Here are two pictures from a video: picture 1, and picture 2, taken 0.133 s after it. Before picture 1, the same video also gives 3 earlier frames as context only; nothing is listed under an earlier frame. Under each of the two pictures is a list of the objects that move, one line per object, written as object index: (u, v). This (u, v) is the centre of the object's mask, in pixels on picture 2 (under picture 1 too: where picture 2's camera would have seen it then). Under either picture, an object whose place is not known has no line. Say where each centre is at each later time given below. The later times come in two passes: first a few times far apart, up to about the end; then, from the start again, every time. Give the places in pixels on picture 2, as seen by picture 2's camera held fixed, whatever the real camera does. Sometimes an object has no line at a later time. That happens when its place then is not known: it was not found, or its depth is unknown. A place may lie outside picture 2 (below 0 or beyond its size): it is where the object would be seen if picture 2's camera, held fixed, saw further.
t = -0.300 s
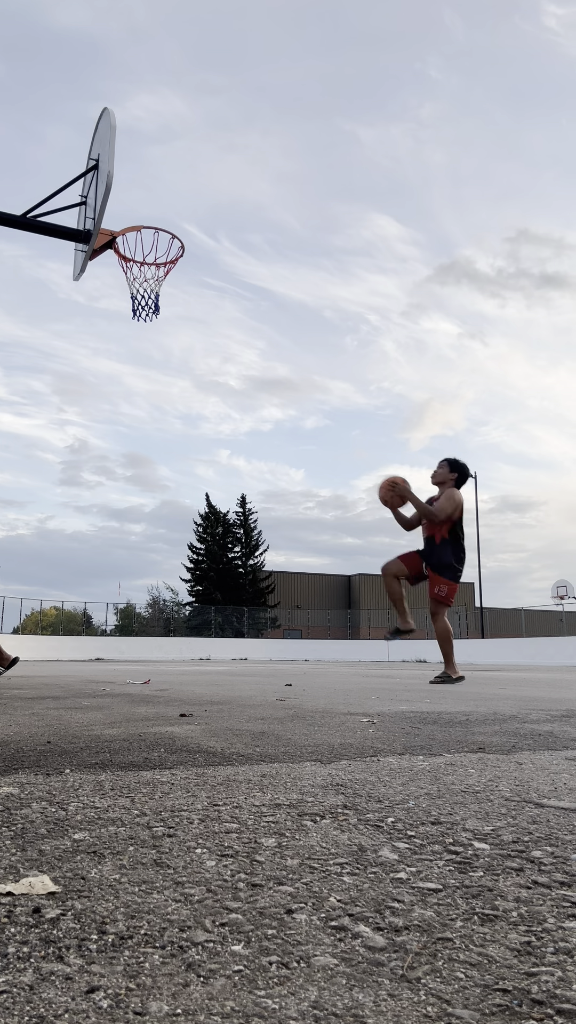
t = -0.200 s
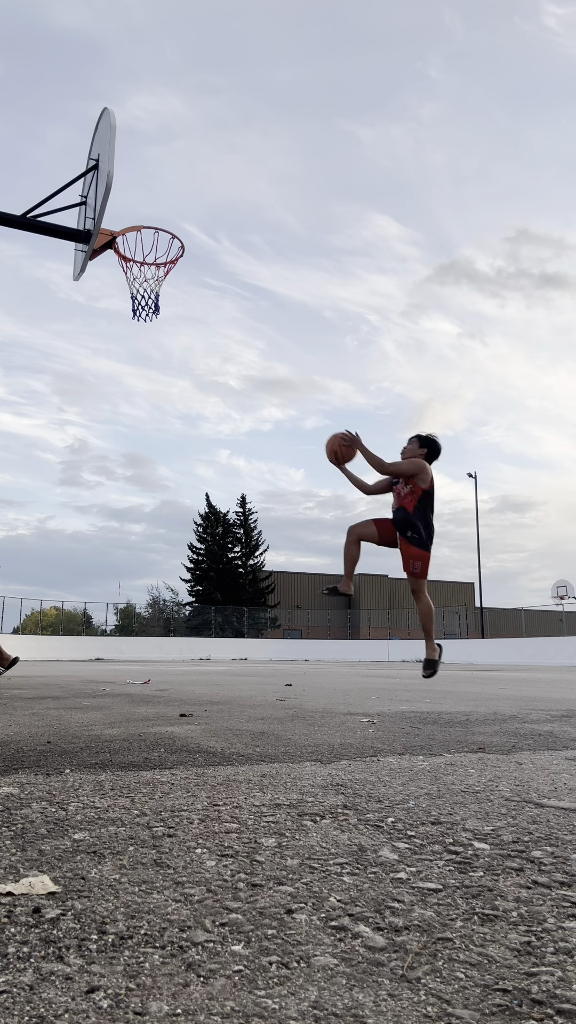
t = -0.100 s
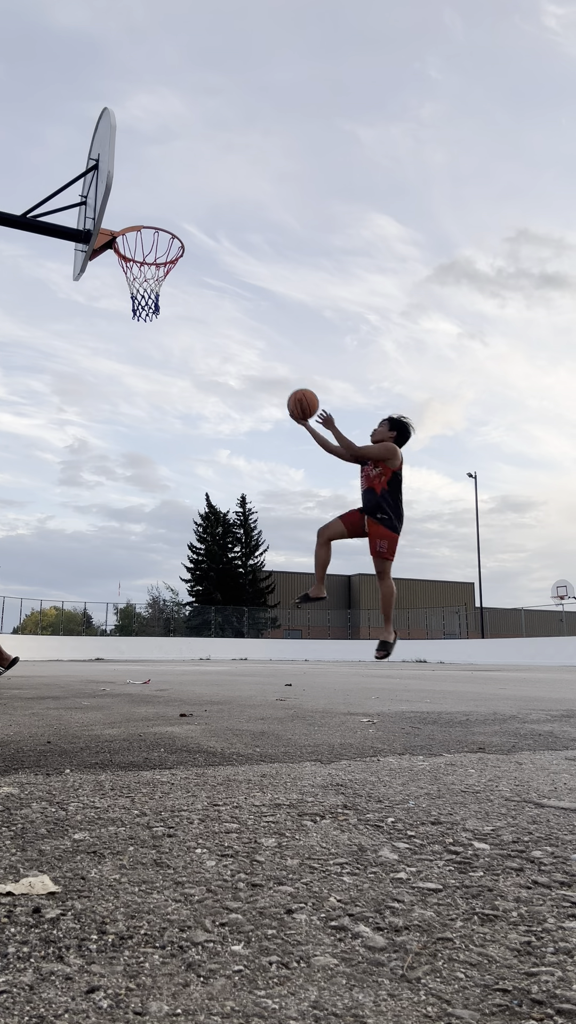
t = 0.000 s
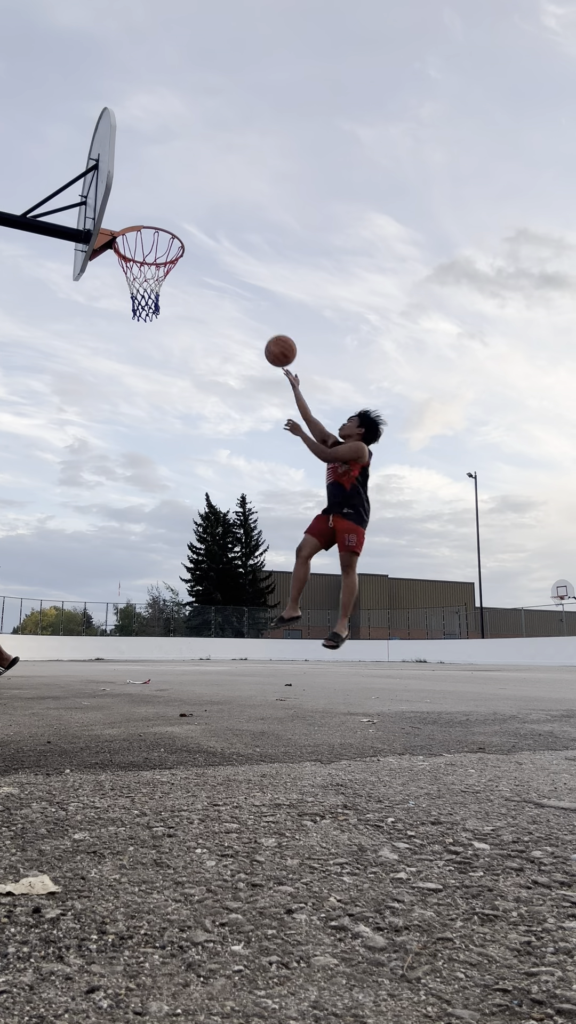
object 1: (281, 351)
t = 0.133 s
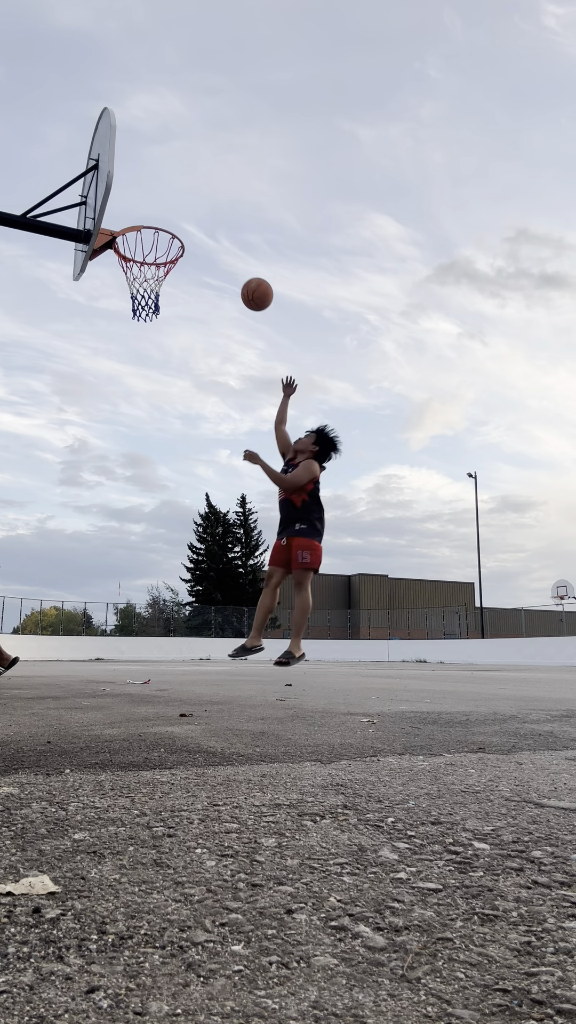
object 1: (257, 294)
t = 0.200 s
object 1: (245, 274)
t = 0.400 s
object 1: (208, 246)
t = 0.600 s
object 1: (201, 247)
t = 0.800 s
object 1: (212, 286)
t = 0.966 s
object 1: (221, 354)
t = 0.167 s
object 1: (251, 283)
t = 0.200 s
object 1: (245, 274)
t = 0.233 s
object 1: (239, 266)
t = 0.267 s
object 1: (233, 259)
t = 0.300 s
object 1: (227, 254)
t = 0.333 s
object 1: (221, 250)
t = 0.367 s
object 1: (215, 247)
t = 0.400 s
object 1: (208, 246)
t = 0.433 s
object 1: (202, 246)
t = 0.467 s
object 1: (196, 247)
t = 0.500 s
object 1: (195, 247)
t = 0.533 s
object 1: (197, 245)
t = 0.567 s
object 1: (199, 246)
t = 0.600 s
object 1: (201, 247)
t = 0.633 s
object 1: (203, 250)
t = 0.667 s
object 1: (205, 255)
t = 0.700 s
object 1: (206, 261)
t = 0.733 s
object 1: (208, 268)
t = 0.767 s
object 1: (210, 276)
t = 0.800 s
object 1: (212, 286)
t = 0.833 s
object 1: (214, 297)
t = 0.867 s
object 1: (216, 309)
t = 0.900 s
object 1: (217, 323)
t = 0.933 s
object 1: (219, 338)
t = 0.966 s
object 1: (221, 354)
